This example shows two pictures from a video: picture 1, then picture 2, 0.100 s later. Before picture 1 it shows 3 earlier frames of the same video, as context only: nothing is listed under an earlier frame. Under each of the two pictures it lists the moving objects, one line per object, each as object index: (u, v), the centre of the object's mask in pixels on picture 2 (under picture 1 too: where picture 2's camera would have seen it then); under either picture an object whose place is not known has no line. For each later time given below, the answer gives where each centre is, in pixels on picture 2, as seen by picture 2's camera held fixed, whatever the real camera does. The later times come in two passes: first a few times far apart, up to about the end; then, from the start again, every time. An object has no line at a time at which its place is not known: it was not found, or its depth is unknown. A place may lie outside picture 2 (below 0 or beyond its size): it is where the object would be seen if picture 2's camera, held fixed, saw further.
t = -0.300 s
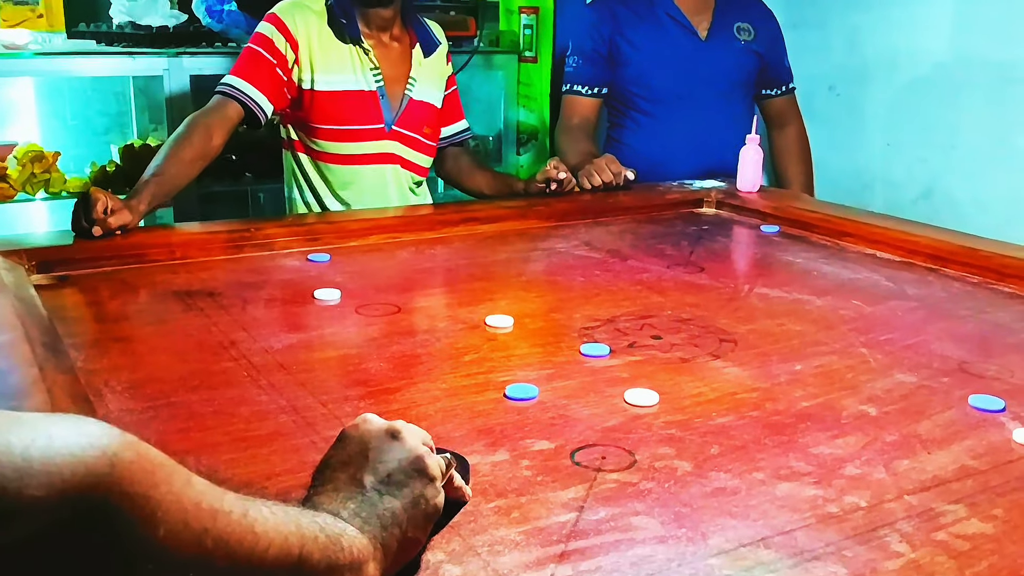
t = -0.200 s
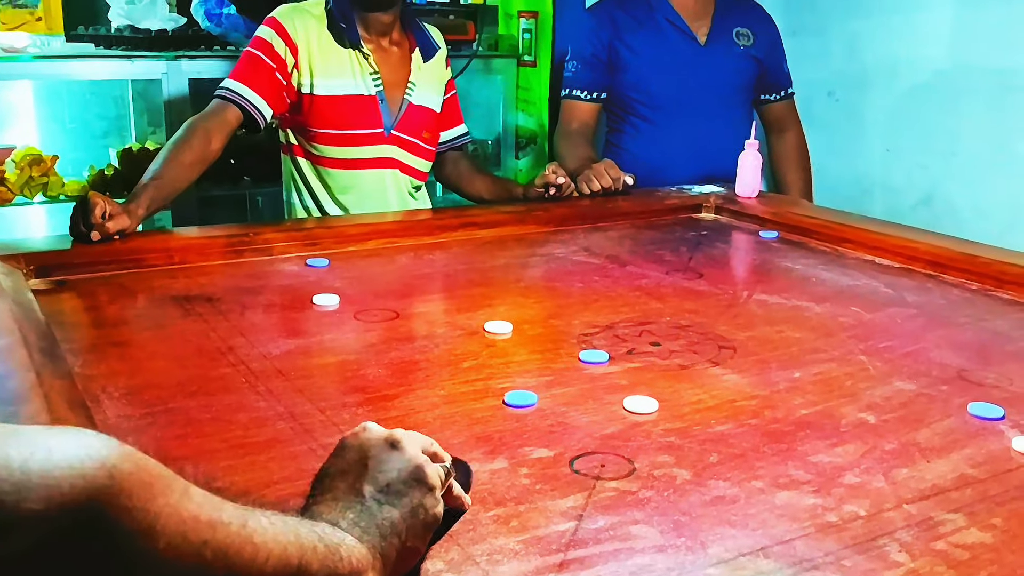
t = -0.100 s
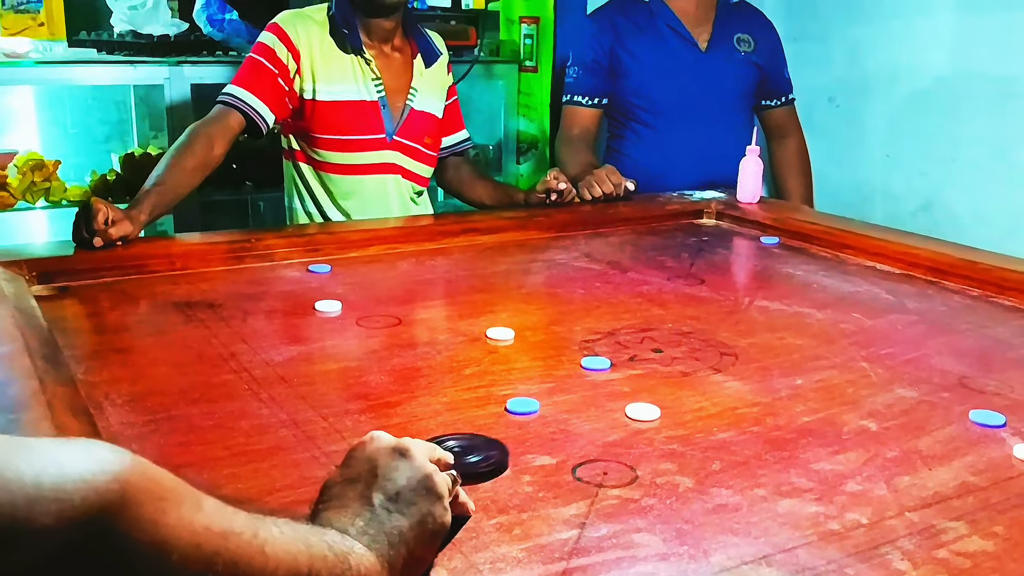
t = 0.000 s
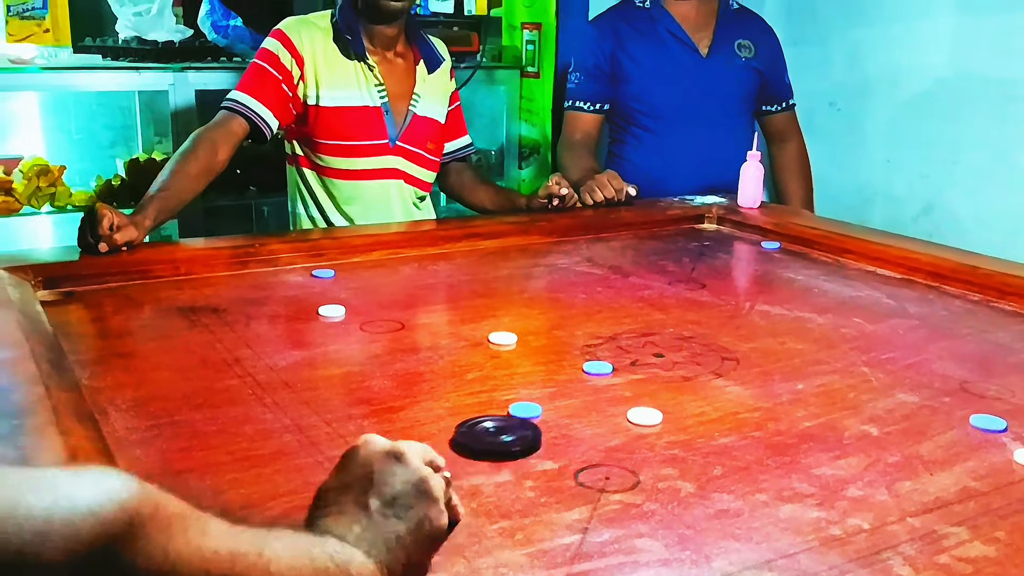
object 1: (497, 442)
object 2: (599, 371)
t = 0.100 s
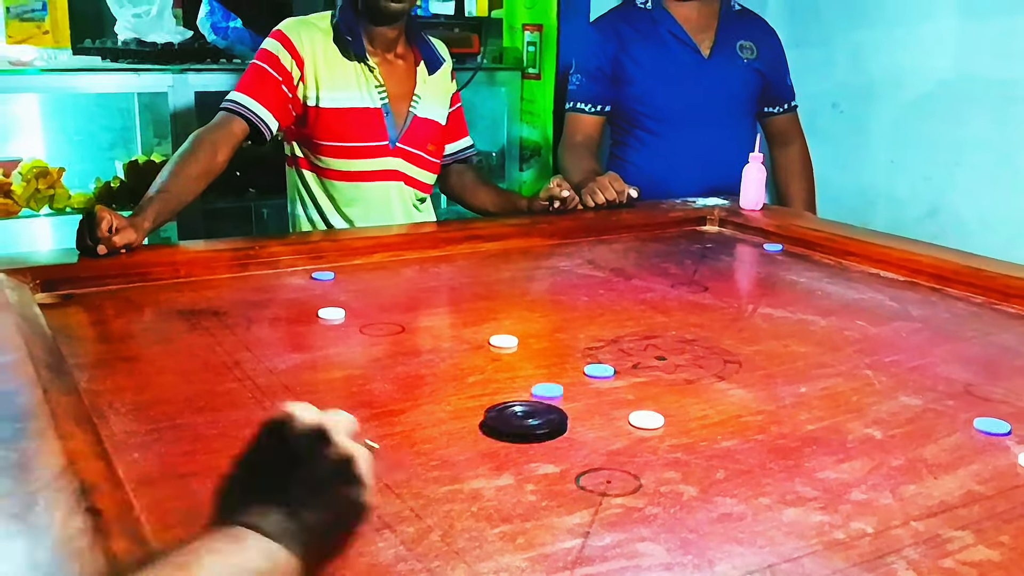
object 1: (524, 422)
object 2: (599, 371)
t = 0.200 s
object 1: (548, 406)
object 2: (600, 371)
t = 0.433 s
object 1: (588, 378)
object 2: (619, 358)
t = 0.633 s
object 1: (611, 363)
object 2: (660, 332)
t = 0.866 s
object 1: (635, 349)
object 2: (698, 309)
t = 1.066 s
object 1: (651, 340)
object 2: (726, 294)
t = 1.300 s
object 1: (666, 333)
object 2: (755, 279)
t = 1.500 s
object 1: (670, 331)
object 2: (776, 269)
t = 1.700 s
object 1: (672, 331)
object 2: (794, 262)
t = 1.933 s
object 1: (673, 331)
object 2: (810, 258)
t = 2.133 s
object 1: (673, 331)
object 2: (817, 255)
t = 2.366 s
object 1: (673, 331)
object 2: (810, 256)
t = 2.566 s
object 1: (673, 331)
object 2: (810, 256)
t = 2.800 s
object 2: (810, 256)
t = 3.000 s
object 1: (673, 331)
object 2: (809, 256)
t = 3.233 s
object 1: (673, 331)
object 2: (810, 256)
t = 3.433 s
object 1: (673, 331)
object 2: (809, 256)
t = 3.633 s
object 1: (673, 331)
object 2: (809, 256)
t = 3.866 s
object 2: (810, 256)
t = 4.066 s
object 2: (810, 256)
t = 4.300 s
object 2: (810, 256)
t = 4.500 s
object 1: (673, 331)
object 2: (810, 256)
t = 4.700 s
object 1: (673, 331)
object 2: (810, 256)
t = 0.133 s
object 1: (532, 416)
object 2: (599, 371)
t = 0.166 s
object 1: (540, 411)
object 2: (599, 371)
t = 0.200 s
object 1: (548, 406)
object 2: (600, 371)
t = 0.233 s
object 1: (555, 401)
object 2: (600, 371)
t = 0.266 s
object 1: (561, 396)
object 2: (599, 371)
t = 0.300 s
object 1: (567, 392)
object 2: (599, 371)
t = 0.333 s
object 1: (573, 388)
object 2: (601, 369)
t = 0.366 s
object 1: (578, 384)
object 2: (605, 367)
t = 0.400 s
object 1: (583, 381)
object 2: (612, 363)
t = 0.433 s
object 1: (588, 378)
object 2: (619, 358)
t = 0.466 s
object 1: (592, 375)
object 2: (626, 353)
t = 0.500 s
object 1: (596, 372)
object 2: (634, 349)
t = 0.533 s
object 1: (601, 370)
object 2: (641, 344)
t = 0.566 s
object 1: (604, 367)
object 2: (647, 340)
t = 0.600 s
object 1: (608, 365)
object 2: (654, 336)
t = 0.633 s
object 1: (611, 363)
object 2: (660, 332)
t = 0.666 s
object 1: (615, 361)
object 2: (666, 328)
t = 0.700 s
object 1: (618, 359)
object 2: (672, 325)
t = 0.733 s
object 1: (622, 357)
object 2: (677, 322)
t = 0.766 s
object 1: (625, 354)
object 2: (683, 318)
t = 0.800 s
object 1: (629, 353)
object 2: (688, 315)
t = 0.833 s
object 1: (632, 351)
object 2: (693, 312)
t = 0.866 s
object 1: (635, 349)
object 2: (698, 309)
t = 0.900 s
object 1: (638, 348)
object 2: (703, 306)
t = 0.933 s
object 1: (641, 346)
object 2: (708, 303)
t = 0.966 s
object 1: (643, 345)
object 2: (712, 301)
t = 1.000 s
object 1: (646, 343)
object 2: (717, 298)
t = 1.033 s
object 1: (649, 341)
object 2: (722, 296)
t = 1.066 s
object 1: (651, 340)
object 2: (726, 294)
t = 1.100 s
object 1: (654, 339)
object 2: (730, 291)
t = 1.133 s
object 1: (656, 338)
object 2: (734, 289)
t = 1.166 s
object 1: (658, 336)
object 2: (739, 287)
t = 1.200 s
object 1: (660, 335)
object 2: (742, 285)
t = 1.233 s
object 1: (662, 334)
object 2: (746, 283)
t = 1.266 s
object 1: (664, 333)
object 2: (750, 281)
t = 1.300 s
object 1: (666, 333)
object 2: (755, 279)
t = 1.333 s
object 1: (667, 332)
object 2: (758, 277)
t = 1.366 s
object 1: (668, 331)
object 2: (762, 276)
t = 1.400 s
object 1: (669, 331)
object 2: (766, 274)
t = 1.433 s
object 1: (670, 331)
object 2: (769, 273)
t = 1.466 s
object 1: (670, 331)
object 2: (773, 271)
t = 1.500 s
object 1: (670, 331)
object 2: (776, 269)
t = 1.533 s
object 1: (671, 331)
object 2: (779, 268)
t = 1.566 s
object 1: (671, 331)
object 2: (783, 267)
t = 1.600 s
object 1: (672, 331)
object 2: (786, 265)
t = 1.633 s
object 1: (672, 331)
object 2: (789, 264)
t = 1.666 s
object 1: (672, 331)
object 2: (792, 263)
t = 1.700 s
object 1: (672, 331)
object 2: (794, 262)
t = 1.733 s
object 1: (672, 331)
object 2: (797, 262)
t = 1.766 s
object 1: (673, 331)
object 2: (799, 261)
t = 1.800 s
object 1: (673, 331)
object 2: (802, 260)
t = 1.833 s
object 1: (672, 331)
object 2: (804, 259)
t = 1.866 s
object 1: (673, 331)
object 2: (806, 259)
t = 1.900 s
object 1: (673, 331)
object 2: (808, 258)
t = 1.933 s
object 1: (673, 331)
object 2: (810, 258)
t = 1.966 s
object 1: (673, 331)
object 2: (811, 257)
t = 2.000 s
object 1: (673, 331)
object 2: (813, 256)
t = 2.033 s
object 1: (673, 331)
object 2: (815, 256)
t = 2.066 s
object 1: (673, 331)
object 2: (816, 256)
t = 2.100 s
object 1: (673, 331)
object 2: (817, 255)
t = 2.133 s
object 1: (673, 331)
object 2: (817, 255)
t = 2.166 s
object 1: (673, 331)
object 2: (815, 255)
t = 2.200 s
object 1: (673, 331)
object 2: (814, 255)
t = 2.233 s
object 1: (673, 331)
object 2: (813, 255)
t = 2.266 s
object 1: (673, 331)
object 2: (812, 255)
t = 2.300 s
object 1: (673, 331)
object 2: (811, 255)
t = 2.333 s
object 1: (673, 331)
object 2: (811, 256)
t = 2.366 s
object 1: (673, 331)
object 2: (810, 256)
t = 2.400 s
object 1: (673, 331)
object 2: (810, 256)
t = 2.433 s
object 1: (673, 331)
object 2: (810, 256)
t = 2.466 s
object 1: (673, 331)
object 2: (810, 256)
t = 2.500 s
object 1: (673, 331)
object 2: (810, 256)
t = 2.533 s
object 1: (673, 331)
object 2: (810, 256)
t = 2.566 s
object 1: (673, 331)
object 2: (810, 256)
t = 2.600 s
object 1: (673, 331)
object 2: (810, 256)
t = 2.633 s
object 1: (673, 331)
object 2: (810, 256)
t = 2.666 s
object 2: (810, 256)
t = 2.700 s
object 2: (809, 256)
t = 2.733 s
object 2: (810, 256)
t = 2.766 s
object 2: (809, 256)
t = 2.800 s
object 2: (810, 256)
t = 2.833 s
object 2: (809, 256)
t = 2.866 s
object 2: (809, 256)
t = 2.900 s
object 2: (810, 256)
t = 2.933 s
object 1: (673, 331)
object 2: (810, 256)
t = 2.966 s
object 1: (673, 331)
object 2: (810, 256)
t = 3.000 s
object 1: (673, 331)
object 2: (809, 256)
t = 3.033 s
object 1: (673, 331)
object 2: (810, 256)
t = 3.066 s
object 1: (673, 331)
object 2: (810, 256)
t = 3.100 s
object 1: (673, 331)
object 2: (810, 256)
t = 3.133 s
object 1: (673, 331)
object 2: (810, 256)
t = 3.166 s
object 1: (673, 331)
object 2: (810, 256)
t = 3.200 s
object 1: (673, 331)
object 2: (810, 256)
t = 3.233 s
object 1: (673, 331)
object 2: (810, 256)
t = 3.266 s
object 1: (673, 331)
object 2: (810, 256)
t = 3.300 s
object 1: (673, 331)
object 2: (810, 256)
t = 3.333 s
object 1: (673, 331)
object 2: (810, 256)
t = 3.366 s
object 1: (673, 331)
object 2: (810, 256)
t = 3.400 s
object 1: (673, 331)
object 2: (810, 256)
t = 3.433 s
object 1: (673, 331)
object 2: (809, 256)
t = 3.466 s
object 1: (673, 331)
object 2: (809, 256)
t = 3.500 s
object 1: (673, 331)
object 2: (809, 256)
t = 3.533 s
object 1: (673, 331)
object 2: (809, 256)
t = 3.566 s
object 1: (673, 331)
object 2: (810, 256)
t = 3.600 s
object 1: (673, 331)
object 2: (810, 256)
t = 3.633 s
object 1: (673, 331)
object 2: (809, 256)
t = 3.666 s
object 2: (809, 256)
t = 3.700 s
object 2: (810, 256)
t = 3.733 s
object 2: (810, 256)
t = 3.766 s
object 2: (810, 256)
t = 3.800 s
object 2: (810, 256)
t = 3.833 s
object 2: (809, 256)
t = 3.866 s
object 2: (810, 256)
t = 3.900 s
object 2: (810, 256)
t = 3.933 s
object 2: (810, 256)
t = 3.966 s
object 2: (809, 256)
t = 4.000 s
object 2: (810, 256)
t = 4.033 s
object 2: (810, 256)
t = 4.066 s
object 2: (810, 256)
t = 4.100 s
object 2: (810, 256)
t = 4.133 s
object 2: (810, 256)
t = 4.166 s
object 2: (810, 256)
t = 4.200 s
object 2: (810, 256)
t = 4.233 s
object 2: (810, 256)
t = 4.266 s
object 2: (810, 256)
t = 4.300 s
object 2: (810, 256)
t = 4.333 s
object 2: (810, 256)
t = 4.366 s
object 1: (673, 331)
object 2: (810, 256)
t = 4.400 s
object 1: (673, 331)
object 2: (810, 256)
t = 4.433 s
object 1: (673, 331)
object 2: (810, 256)
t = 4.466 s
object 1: (673, 331)
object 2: (810, 256)
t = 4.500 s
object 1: (673, 331)
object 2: (810, 256)
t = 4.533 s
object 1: (673, 331)
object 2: (810, 256)
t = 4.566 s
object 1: (673, 331)
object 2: (810, 256)
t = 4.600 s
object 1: (673, 331)
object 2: (810, 256)
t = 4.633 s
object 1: (673, 331)
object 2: (810, 256)
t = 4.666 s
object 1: (673, 331)
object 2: (810, 256)
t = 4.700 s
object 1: (673, 331)
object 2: (810, 256)
